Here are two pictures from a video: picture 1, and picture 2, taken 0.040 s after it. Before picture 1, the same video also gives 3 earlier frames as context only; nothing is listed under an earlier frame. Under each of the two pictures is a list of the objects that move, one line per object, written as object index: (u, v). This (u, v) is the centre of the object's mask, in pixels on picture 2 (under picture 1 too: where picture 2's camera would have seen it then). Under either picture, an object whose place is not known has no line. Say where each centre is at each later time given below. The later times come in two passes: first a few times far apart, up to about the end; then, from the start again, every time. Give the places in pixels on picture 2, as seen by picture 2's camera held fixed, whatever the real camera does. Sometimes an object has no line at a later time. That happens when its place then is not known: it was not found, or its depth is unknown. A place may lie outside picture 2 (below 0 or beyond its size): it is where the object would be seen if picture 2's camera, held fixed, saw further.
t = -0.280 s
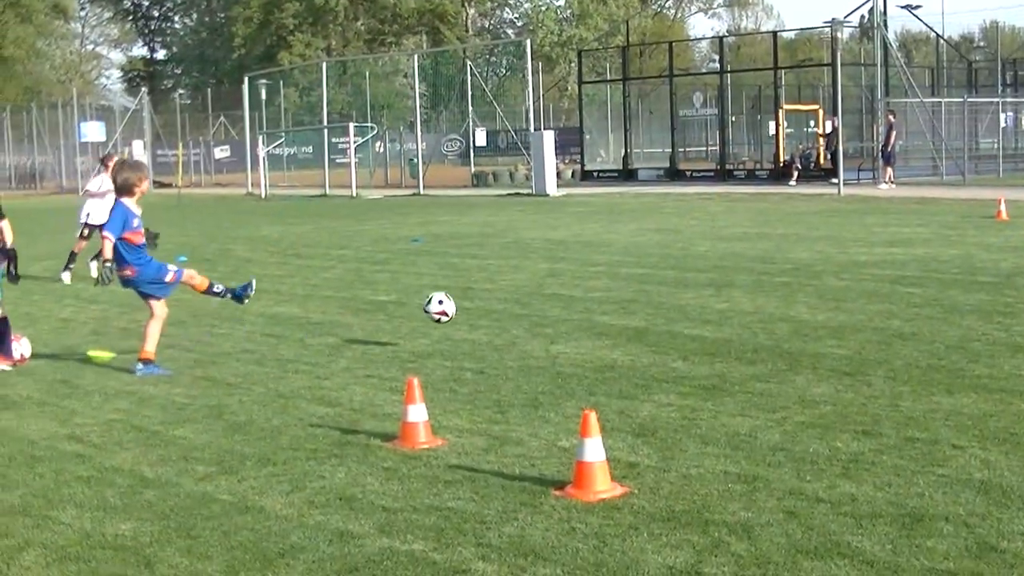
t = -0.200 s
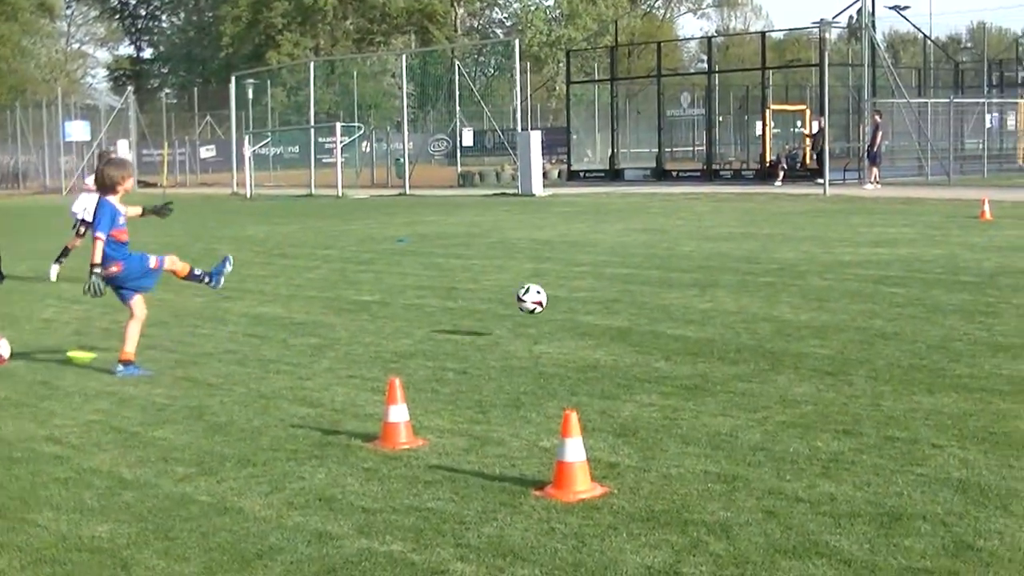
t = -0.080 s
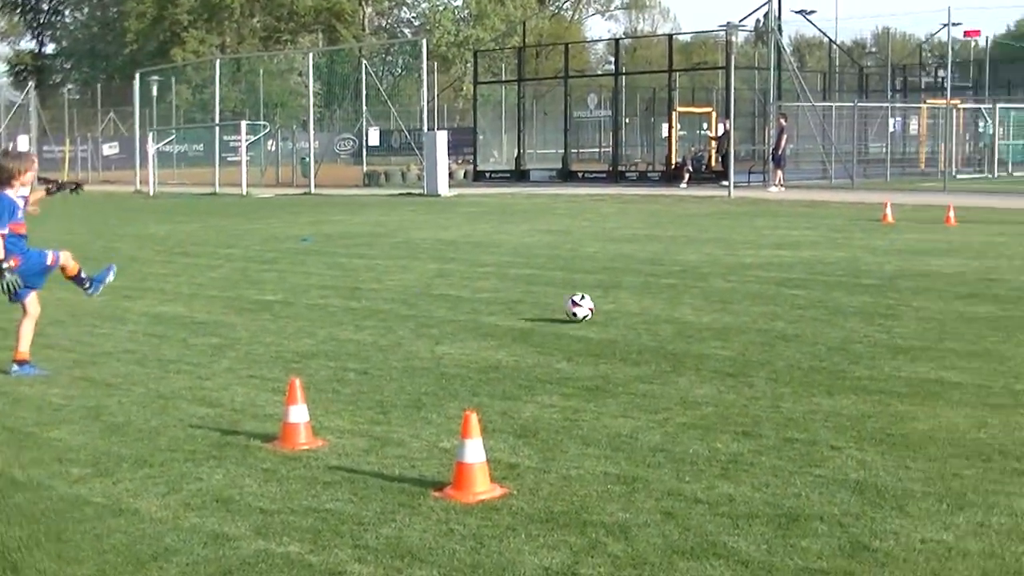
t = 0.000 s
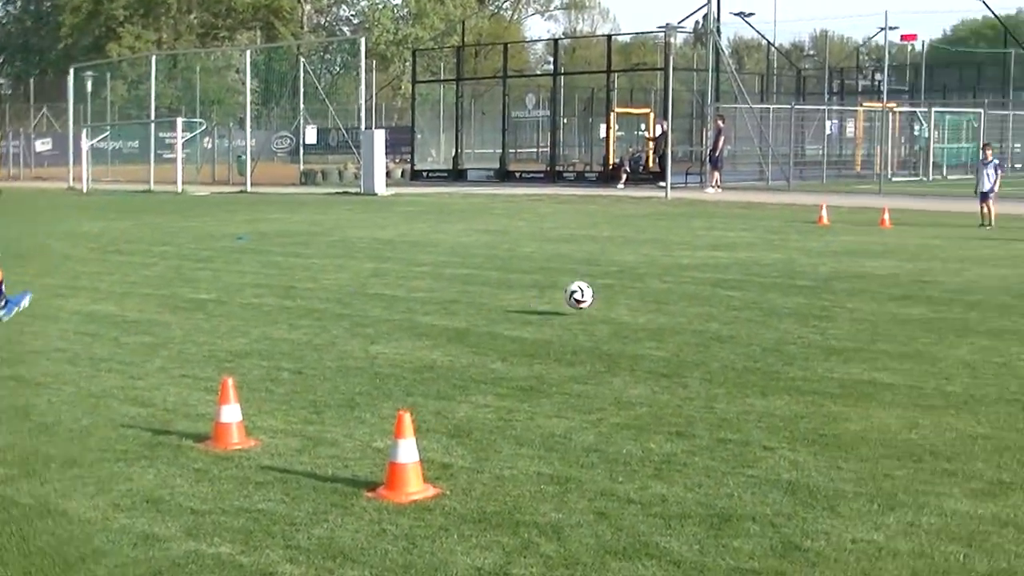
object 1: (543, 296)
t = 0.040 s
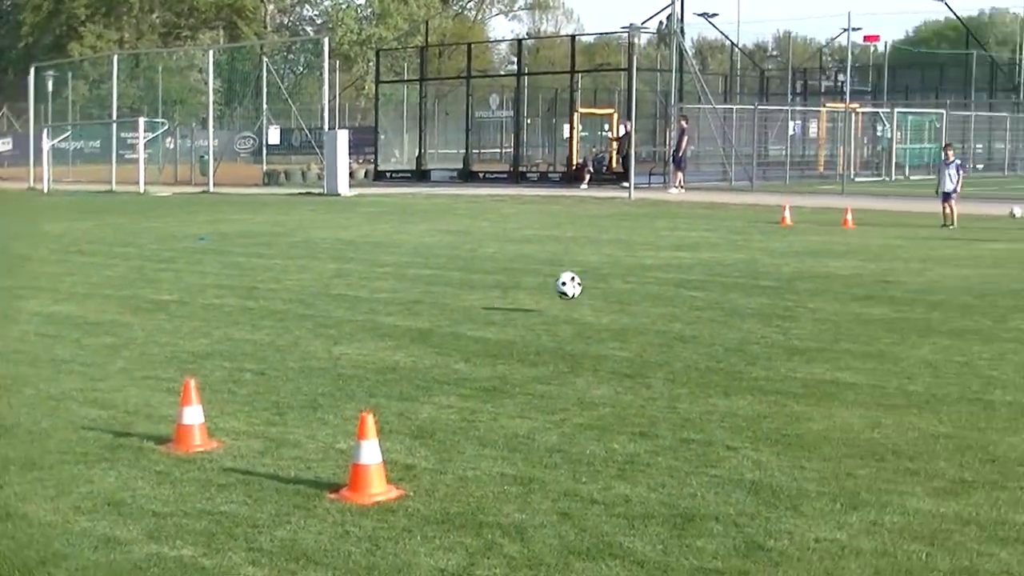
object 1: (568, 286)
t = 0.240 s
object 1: (684, 272)
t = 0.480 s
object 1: (798, 268)
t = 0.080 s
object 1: (593, 278)
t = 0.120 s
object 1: (617, 274)
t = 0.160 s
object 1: (640, 271)
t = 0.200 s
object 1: (662, 270)
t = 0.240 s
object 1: (684, 272)
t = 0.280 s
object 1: (705, 276)
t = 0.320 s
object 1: (726, 281)
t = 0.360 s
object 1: (745, 284)
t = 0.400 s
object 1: (762, 278)
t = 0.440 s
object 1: (780, 271)
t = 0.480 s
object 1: (798, 268)
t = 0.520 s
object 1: (815, 267)
